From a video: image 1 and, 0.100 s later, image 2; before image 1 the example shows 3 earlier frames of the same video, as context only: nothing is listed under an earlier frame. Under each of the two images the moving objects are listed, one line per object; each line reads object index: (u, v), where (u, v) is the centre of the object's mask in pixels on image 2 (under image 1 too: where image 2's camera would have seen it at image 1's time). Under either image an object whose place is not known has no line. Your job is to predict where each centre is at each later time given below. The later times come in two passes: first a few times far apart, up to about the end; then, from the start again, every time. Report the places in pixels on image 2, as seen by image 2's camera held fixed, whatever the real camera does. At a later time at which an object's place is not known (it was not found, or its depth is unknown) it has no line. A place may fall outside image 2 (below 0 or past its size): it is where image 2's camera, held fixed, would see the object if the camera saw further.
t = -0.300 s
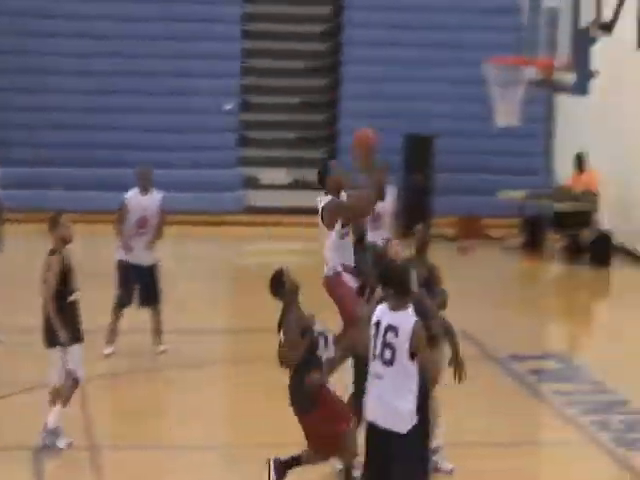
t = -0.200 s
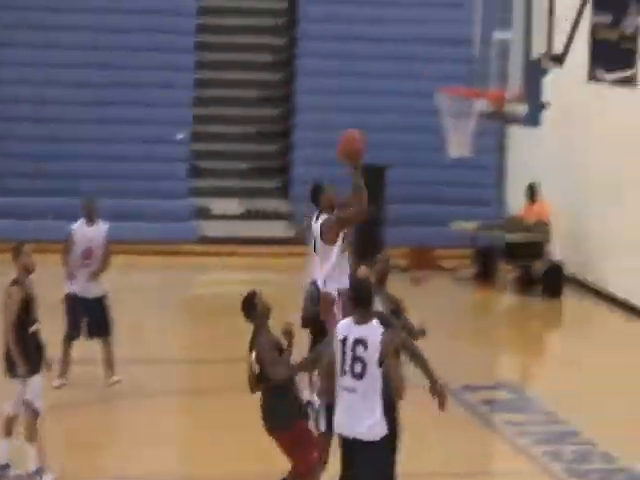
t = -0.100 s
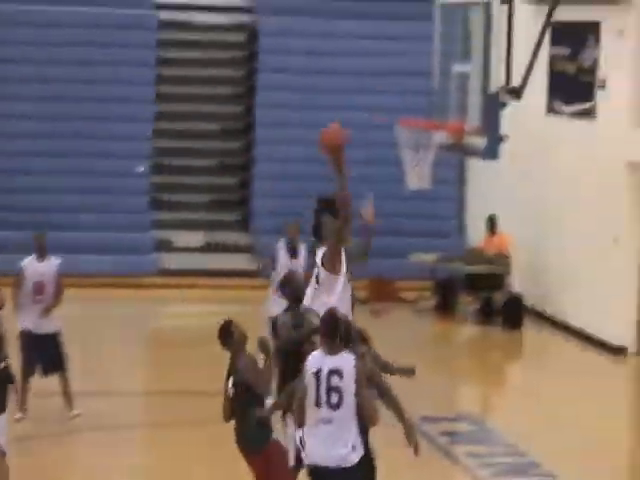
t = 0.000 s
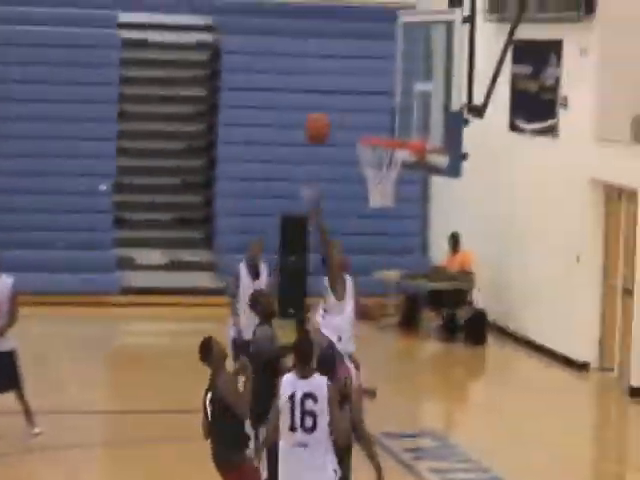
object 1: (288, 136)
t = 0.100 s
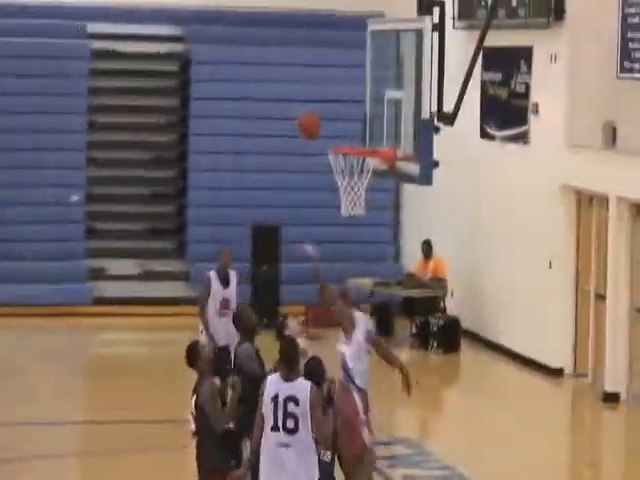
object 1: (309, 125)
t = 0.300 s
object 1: (348, 133)
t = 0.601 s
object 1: (359, 215)
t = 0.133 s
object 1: (315, 125)
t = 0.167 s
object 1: (322, 123)
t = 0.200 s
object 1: (329, 124)
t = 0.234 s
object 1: (335, 126)
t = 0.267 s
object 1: (340, 130)
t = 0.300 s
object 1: (348, 133)
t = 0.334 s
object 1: (355, 139)
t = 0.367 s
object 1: (360, 146)
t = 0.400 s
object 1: (365, 165)
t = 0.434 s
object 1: (366, 170)
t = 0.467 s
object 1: (366, 177)
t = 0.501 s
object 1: (365, 183)
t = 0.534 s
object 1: (364, 187)
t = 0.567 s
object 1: (361, 207)
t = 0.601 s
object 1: (359, 215)
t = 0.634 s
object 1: (353, 225)
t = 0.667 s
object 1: (352, 234)
